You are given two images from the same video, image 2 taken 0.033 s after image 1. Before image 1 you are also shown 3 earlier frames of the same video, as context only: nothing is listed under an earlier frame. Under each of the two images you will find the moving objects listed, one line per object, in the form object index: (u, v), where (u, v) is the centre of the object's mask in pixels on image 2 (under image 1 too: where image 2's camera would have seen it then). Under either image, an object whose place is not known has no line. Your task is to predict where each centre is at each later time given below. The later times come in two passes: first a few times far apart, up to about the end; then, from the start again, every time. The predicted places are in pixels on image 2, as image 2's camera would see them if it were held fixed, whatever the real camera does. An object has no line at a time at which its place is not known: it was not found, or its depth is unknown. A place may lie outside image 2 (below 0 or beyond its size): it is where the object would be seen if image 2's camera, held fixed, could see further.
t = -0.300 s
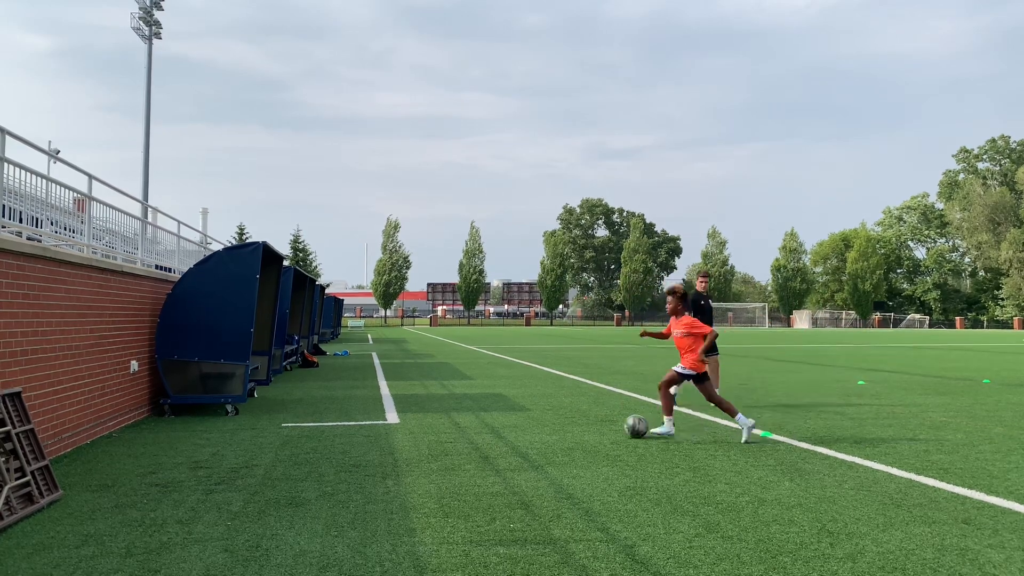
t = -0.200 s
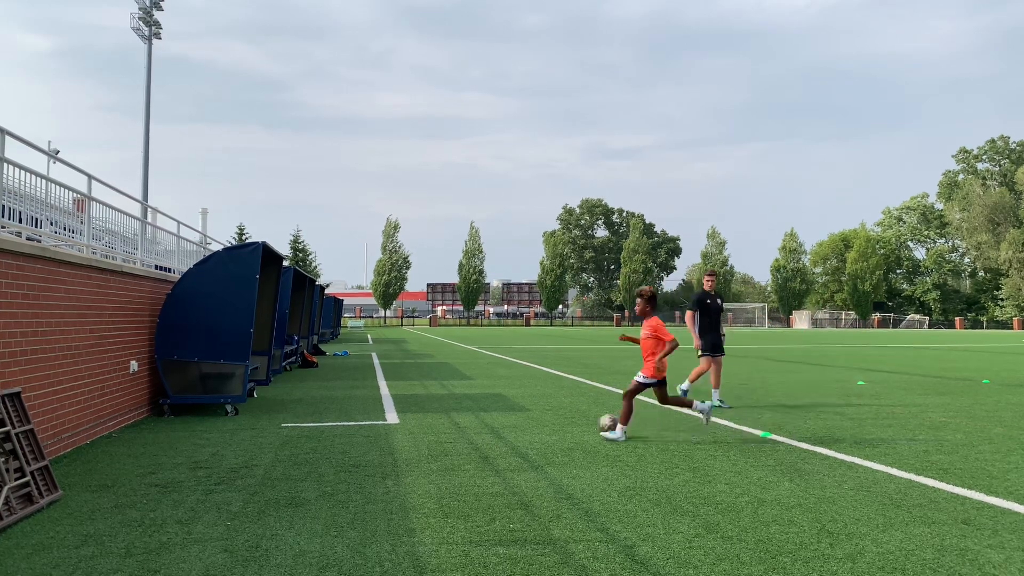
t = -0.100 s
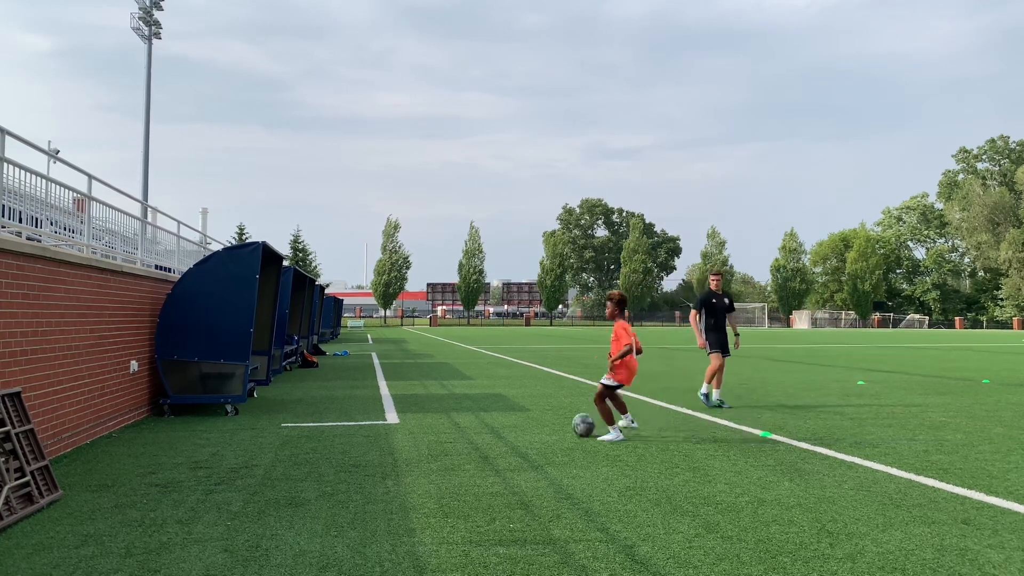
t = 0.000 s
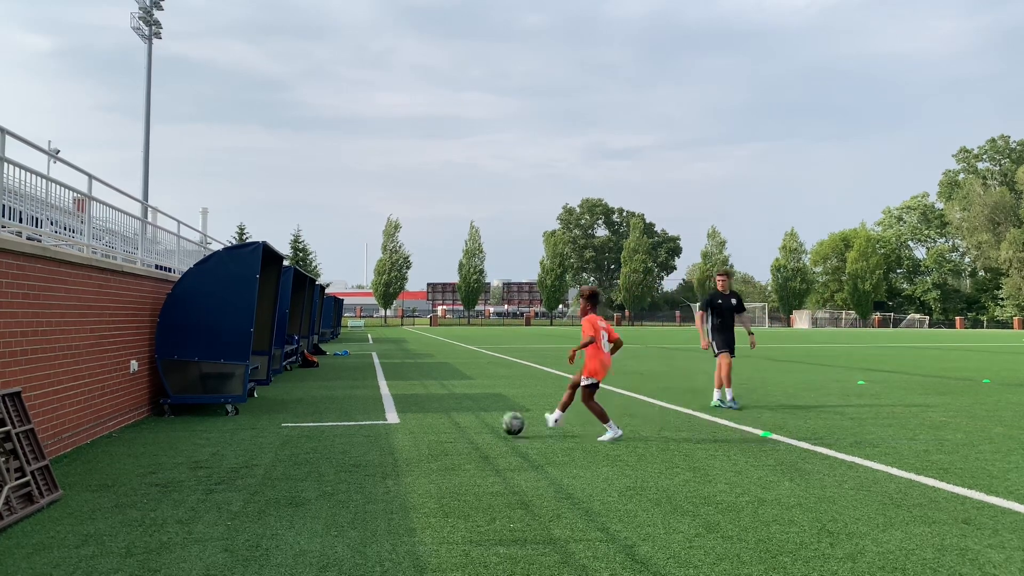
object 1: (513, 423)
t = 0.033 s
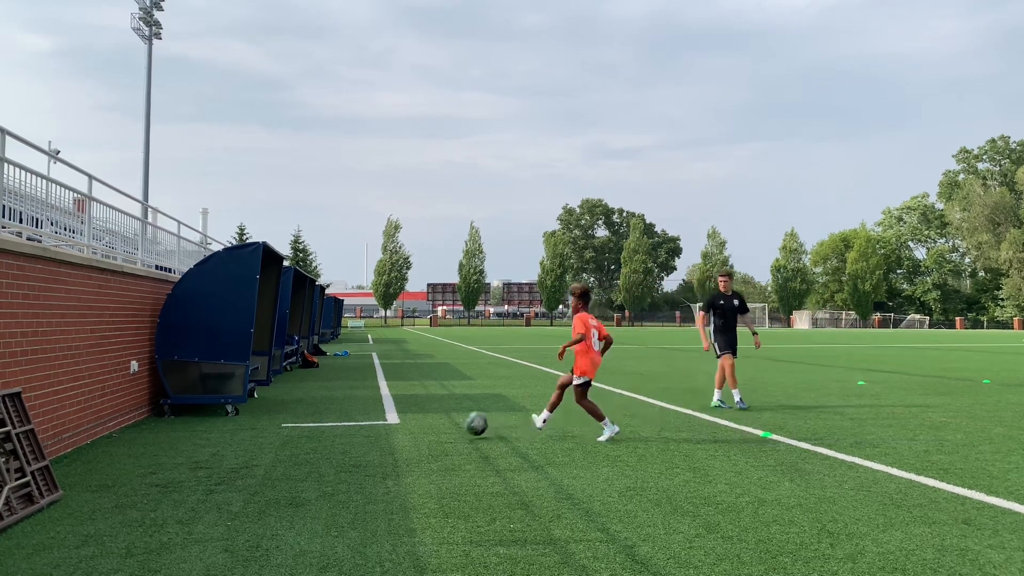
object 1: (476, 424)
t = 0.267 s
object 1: (221, 433)
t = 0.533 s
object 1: (188, 418)
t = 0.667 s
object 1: (292, 420)
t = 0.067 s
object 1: (440, 424)
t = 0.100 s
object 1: (403, 427)
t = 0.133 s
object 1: (364, 431)
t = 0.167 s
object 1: (329, 430)
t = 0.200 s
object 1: (293, 429)
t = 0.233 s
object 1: (258, 430)
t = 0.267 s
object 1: (221, 433)
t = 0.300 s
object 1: (184, 437)
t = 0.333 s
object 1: (152, 435)
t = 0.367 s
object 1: (120, 435)
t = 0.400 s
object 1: (87, 436)
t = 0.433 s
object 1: (107, 430)
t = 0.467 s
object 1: (134, 424)
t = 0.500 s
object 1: (162, 420)
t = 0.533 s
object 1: (188, 418)
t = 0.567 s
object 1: (214, 416)
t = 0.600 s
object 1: (240, 417)
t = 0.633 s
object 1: (266, 418)
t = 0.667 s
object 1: (292, 420)
